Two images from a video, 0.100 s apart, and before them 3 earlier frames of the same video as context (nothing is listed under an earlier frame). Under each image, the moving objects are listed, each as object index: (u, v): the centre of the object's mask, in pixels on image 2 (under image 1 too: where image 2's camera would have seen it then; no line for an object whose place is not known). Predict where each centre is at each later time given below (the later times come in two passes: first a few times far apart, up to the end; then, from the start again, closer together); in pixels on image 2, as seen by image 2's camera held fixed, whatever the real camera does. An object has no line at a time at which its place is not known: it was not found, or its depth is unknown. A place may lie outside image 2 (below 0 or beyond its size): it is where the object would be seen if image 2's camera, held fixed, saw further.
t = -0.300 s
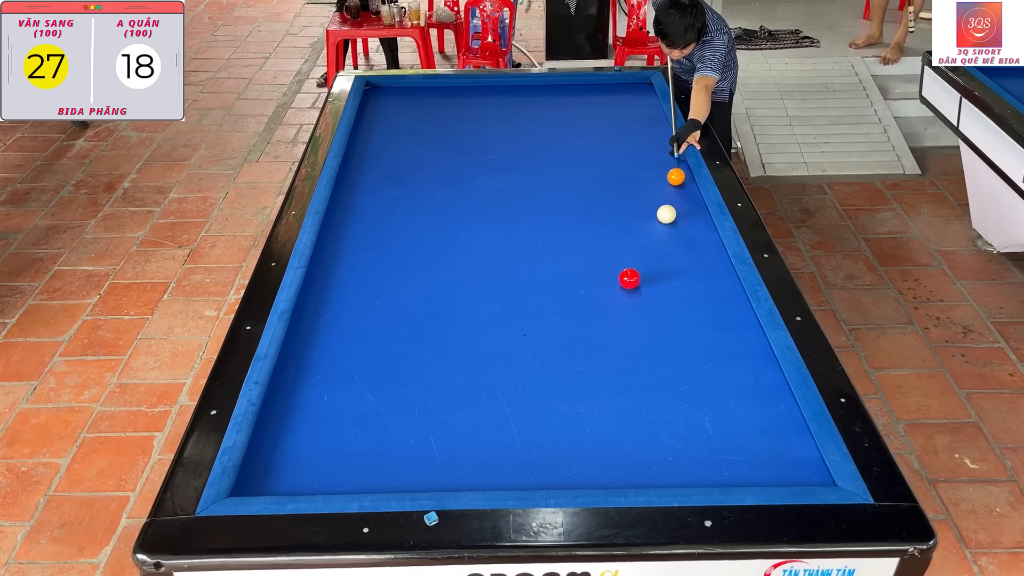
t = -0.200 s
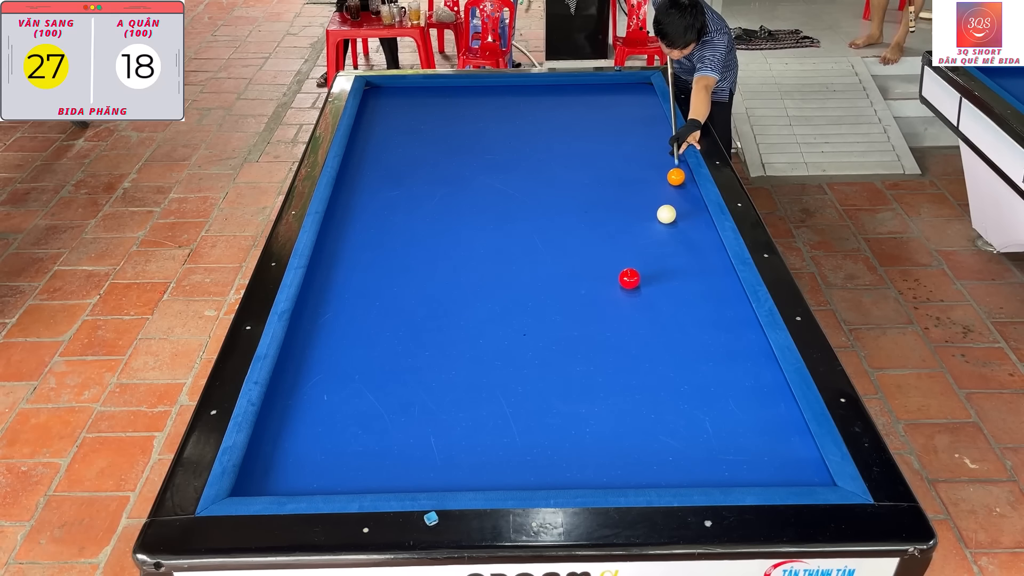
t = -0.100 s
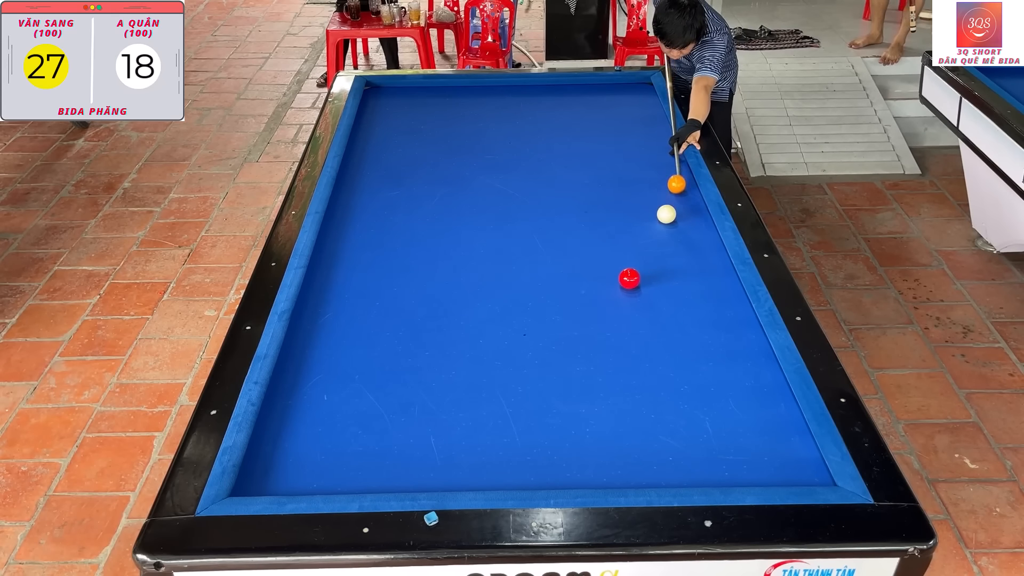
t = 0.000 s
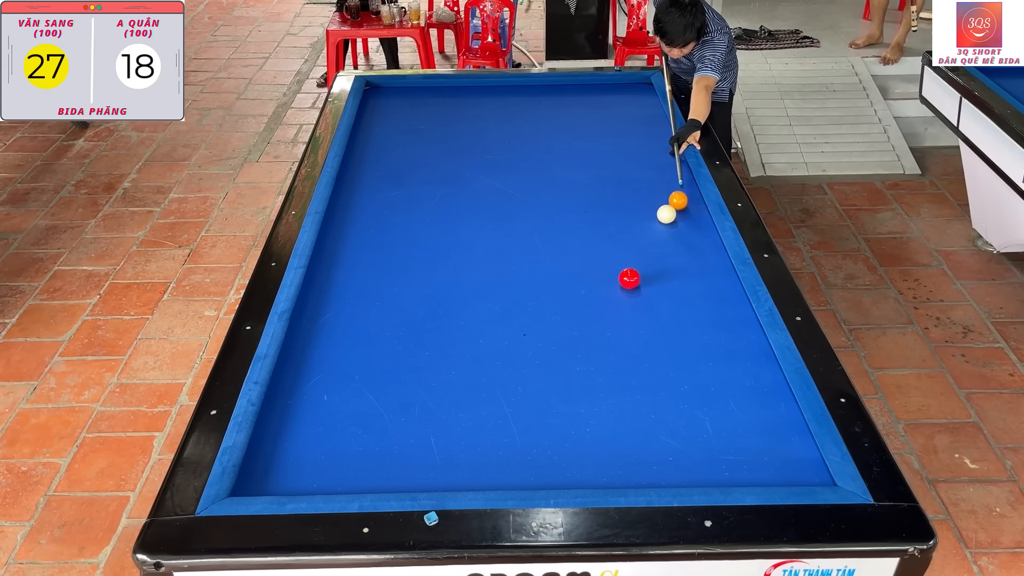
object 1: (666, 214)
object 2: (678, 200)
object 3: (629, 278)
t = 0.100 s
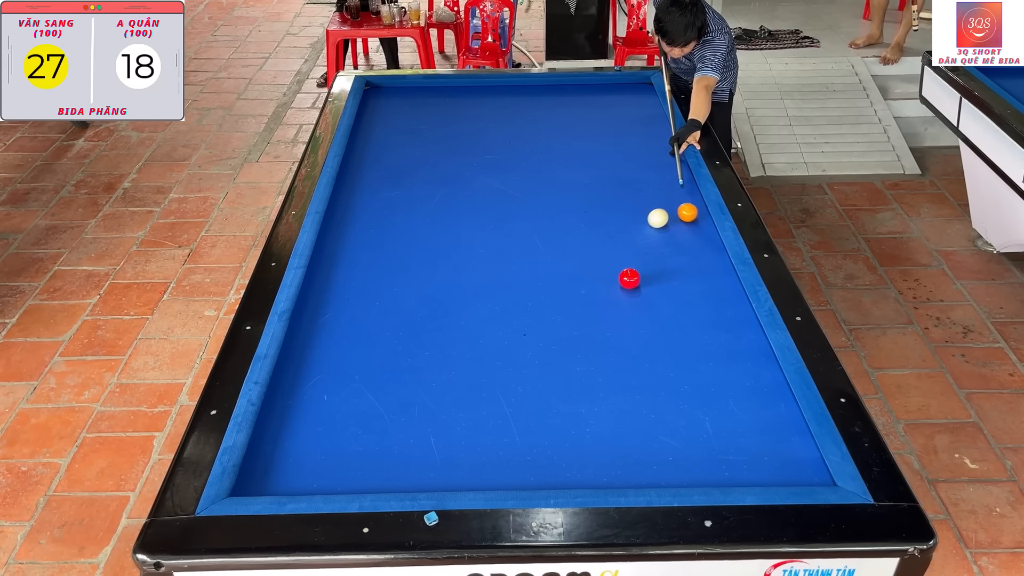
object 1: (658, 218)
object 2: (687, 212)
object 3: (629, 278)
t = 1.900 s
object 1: (394, 345)
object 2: (653, 291)
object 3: (612, 280)
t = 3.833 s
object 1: (362, 482)
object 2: (666, 354)
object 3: (562, 283)
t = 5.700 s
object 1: (462, 432)
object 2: (672, 387)
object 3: (557, 285)
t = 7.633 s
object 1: (504, 405)
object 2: (672, 388)
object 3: (557, 285)
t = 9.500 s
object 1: (506, 403)
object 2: (672, 388)
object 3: (557, 285)
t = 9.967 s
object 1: (506, 403)
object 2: (672, 388)
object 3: (557, 285)
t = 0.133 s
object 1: (653, 221)
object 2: (693, 214)
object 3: (629, 278)
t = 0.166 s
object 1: (648, 223)
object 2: (698, 217)
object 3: (629, 278)
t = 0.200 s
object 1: (644, 225)
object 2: (702, 219)
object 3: (629, 278)
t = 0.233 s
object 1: (639, 227)
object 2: (702, 221)
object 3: (629, 278)
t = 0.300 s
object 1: (631, 231)
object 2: (698, 224)
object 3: (629, 278)
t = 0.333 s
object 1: (626, 233)
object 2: (697, 225)
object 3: (629, 278)
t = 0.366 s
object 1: (622, 236)
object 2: (695, 226)
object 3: (629, 278)
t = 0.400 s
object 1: (618, 237)
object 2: (694, 228)
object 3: (629, 278)
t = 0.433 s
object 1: (613, 240)
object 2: (693, 229)
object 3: (629, 278)
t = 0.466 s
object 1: (609, 242)
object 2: (691, 231)
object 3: (629, 278)
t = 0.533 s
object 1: (600, 246)
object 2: (689, 234)
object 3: (629, 278)
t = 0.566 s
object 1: (595, 248)
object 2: (687, 235)
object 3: (629, 278)
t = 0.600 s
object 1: (591, 250)
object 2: (686, 236)
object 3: (629, 278)
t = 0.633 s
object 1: (586, 253)
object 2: (685, 238)
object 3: (629, 278)
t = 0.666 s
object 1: (582, 255)
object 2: (683, 239)
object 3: (629, 278)
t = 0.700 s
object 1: (577, 257)
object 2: (682, 241)
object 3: (629, 278)
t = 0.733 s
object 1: (572, 259)
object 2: (681, 242)
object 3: (629, 278)
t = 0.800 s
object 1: (563, 264)
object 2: (678, 245)
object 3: (629, 278)
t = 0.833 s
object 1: (558, 266)
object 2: (677, 246)
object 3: (629, 278)
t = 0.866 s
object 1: (554, 268)
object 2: (675, 248)
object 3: (629, 278)
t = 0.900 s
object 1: (549, 271)
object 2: (674, 250)
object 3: (629, 278)
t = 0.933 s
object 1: (544, 273)
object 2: (673, 251)
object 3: (629, 278)
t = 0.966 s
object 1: (540, 275)
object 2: (671, 252)
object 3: (629, 278)
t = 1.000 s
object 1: (535, 277)
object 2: (670, 254)
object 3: (629, 278)
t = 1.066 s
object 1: (525, 282)
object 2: (667, 257)
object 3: (629, 278)
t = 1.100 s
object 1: (520, 285)
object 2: (666, 258)
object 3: (629, 278)
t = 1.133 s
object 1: (515, 287)
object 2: (664, 259)
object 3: (629, 278)
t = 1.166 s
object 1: (511, 289)
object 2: (663, 261)
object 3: (629, 278)
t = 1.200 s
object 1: (506, 292)
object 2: (662, 262)
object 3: (629, 278)
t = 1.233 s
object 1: (501, 294)
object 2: (660, 264)
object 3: (629, 278)
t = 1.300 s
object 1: (491, 299)
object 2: (658, 267)
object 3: (629, 278)
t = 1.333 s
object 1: (486, 301)
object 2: (656, 268)
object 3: (629, 278)
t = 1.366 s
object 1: (481, 304)
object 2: (655, 270)
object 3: (629, 278)
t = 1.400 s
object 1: (475, 306)
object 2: (654, 271)
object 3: (629, 278)
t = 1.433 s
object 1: (470, 309)
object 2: (652, 273)
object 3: (629, 278)
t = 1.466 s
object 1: (465, 311)
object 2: (651, 274)
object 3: (629, 278)
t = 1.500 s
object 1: (460, 314)
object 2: (650, 276)
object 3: (629, 278)
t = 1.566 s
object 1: (449, 319)
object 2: (650, 278)
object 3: (626, 279)
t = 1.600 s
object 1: (444, 321)
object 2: (650, 279)
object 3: (624, 279)
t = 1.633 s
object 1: (439, 324)
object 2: (651, 281)
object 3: (623, 279)
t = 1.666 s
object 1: (433, 327)
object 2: (651, 282)
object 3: (622, 279)
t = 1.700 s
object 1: (428, 329)
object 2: (651, 283)
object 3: (620, 279)
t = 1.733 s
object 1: (422, 332)
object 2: (652, 285)
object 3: (619, 279)
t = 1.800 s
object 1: (411, 337)
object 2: (652, 287)
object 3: (616, 279)
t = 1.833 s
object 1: (406, 340)
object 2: (652, 288)
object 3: (615, 279)
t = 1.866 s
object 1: (400, 342)
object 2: (653, 289)
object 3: (613, 279)
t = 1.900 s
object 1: (394, 345)
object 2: (653, 291)
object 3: (612, 280)
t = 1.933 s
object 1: (389, 348)
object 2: (653, 292)
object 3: (611, 280)
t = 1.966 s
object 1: (383, 351)
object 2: (654, 293)
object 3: (609, 280)
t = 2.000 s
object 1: (377, 353)
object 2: (654, 294)
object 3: (608, 280)
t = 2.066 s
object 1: (366, 359)
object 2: (655, 297)
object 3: (606, 280)
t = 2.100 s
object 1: (360, 362)
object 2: (655, 298)
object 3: (605, 280)
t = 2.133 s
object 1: (354, 365)
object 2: (655, 299)
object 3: (603, 280)
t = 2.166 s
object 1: (348, 367)
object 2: (656, 301)
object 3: (602, 280)
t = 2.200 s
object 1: (342, 370)
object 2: (656, 302)
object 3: (601, 280)
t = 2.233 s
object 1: (336, 373)
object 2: (656, 303)
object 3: (600, 280)
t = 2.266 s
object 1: (330, 376)
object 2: (657, 304)
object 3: (599, 280)
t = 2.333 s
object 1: (318, 382)
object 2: (657, 306)
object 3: (596, 280)
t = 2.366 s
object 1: (312, 385)
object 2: (658, 308)
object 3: (595, 281)
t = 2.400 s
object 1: (306, 388)
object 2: (658, 309)
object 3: (594, 281)
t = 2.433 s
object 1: (299, 391)
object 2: (658, 310)
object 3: (593, 281)
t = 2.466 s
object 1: (293, 394)
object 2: (658, 311)
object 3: (592, 281)
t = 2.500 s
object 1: (287, 397)
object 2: (659, 312)
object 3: (591, 281)
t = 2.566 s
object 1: (275, 403)
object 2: (659, 315)
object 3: (589, 281)
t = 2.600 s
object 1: (277, 405)
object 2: (659, 316)
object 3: (588, 281)
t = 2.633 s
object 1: (280, 407)
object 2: (660, 317)
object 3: (587, 281)
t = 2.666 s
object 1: (283, 410)
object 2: (660, 318)
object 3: (586, 281)
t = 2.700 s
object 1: (285, 412)
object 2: (660, 319)
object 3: (585, 281)
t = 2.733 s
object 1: (287, 414)
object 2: (660, 320)
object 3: (584, 281)
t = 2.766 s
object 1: (290, 416)
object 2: (661, 321)
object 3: (583, 281)
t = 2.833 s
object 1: (294, 420)
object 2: (661, 324)
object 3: (582, 282)
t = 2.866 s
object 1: (296, 422)
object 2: (662, 325)
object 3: (581, 282)
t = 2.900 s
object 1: (298, 424)
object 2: (662, 326)
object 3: (580, 282)
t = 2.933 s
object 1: (301, 427)
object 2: (662, 327)
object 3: (579, 282)
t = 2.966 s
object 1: (303, 429)
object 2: (662, 328)
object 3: (578, 282)
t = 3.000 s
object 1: (305, 431)
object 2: (662, 329)
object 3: (578, 282)
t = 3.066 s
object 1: (309, 435)
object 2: (663, 331)
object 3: (576, 282)
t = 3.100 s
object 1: (312, 437)
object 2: (663, 332)
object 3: (575, 282)
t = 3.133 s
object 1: (314, 439)
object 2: (663, 333)
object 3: (575, 282)
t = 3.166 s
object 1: (316, 441)
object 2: (663, 334)
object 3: (574, 282)
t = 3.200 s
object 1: (318, 443)
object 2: (664, 335)
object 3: (573, 282)
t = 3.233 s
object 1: (321, 446)
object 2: (664, 336)
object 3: (572, 283)
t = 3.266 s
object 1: (323, 448)
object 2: (664, 338)
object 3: (572, 283)
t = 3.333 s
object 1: (327, 452)
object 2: (664, 339)
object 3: (570, 283)
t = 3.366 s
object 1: (330, 454)
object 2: (664, 341)
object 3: (570, 283)
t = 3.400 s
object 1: (332, 456)
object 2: (665, 342)
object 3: (569, 283)
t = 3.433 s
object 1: (334, 458)
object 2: (665, 343)
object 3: (568, 283)
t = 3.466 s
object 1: (336, 460)
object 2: (665, 344)
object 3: (568, 283)
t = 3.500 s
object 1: (339, 463)
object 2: (665, 345)
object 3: (567, 283)
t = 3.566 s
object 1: (343, 467)
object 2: (665, 346)
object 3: (566, 283)
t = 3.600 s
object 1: (346, 469)
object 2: (665, 347)
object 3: (565, 283)
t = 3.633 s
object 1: (348, 471)
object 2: (666, 348)
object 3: (565, 283)
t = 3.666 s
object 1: (350, 473)
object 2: (666, 349)
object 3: (564, 283)
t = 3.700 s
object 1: (352, 475)
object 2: (666, 350)
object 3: (564, 283)
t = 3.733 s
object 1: (355, 477)
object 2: (666, 351)
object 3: (563, 283)
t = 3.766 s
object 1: (357, 479)
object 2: (666, 352)
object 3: (563, 283)
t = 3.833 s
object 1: (362, 482)
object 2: (666, 354)
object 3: (562, 283)
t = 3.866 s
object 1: (364, 483)
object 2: (666, 355)
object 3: (562, 284)
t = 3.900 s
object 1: (366, 484)
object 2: (667, 356)
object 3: (561, 284)
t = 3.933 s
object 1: (369, 483)
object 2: (667, 357)
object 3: (561, 284)
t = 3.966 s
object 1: (371, 482)
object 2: (667, 357)
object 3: (561, 284)
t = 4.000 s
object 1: (374, 482)
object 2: (667, 358)
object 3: (560, 284)
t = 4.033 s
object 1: (376, 481)
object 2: (667, 359)
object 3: (560, 284)
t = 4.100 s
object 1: (380, 479)
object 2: (667, 361)
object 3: (559, 284)
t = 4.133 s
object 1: (382, 478)
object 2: (667, 362)
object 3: (559, 284)
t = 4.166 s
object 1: (385, 477)
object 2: (667, 363)
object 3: (559, 284)
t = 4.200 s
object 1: (387, 475)
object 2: (667, 363)
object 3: (559, 284)
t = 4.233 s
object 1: (389, 474)
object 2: (667, 364)
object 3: (558, 284)
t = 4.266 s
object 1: (391, 473)
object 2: (668, 365)
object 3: (558, 284)
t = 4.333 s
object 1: (395, 471)
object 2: (668, 366)
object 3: (558, 284)
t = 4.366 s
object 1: (397, 469)
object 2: (668, 367)
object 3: (558, 284)
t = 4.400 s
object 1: (399, 468)
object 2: (668, 368)
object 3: (558, 284)
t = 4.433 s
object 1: (401, 467)
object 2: (668, 368)
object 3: (557, 284)
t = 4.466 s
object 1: (403, 466)
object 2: (668, 369)
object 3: (557, 284)
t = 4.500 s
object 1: (405, 465)
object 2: (668, 370)
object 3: (557, 284)
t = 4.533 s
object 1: (407, 464)
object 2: (668, 371)
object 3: (557, 284)
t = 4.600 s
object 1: (411, 462)
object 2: (668, 372)
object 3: (557, 284)
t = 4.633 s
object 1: (413, 461)
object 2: (668, 372)
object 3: (557, 284)
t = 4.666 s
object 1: (414, 459)
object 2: (669, 373)
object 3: (557, 284)
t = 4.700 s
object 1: (416, 458)
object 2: (669, 374)
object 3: (557, 284)
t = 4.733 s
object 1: (418, 458)
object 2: (669, 374)
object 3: (557, 284)
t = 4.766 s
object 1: (420, 456)
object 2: (669, 375)
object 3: (557, 284)
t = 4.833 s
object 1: (423, 454)
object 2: (669, 376)
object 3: (557, 284)
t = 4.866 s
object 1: (425, 453)
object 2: (669, 377)
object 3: (557, 285)
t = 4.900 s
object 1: (427, 452)
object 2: (669, 377)
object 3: (557, 285)
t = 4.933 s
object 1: (429, 451)
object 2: (669, 378)
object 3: (557, 285)
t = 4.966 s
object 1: (430, 450)
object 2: (669, 378)
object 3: (557, 285)
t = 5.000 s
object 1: (432, 449)
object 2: (669, 379)
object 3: (557, 285)
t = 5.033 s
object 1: (433, 448)
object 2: (670, 379)
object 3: (557, 285)
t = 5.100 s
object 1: (437, 446)
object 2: (670, 380)
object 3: (557, 285)
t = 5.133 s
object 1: (438, 446)
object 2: (670, 381)
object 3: (557, 285)
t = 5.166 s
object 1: (440, 445)
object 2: (670, 381)
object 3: (557, 285)
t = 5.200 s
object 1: (441, 444)
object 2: (670, 382)
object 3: (557, 285)
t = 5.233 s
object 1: (443, 443)
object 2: (670, 382)
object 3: (557, 285)
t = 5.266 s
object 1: (444, 442)
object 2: (670, 383)
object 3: (557, 285)
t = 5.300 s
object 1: (446, 441)
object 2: (670, 383)
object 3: (557, 285)
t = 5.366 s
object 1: (448, 439)
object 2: (671, 384)
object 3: (557, 285)
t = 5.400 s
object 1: (450, 439)
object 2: (671, 384)
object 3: (557, 285)
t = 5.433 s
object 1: (451, 438)
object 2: (671, 385)
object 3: (557, 285)
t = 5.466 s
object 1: (453, 437)
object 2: (671, 385)
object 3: (557, 285)
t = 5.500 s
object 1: (454, 436)
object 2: (671, 385)
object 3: (557, 285)
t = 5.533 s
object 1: (455, 435)
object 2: (671, 386)
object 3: (557, 285)
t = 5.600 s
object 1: (458, 434)
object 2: (672, 386)
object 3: (557, 285)
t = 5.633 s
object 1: (459, 433)
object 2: (672, 386)
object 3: (557, 285)
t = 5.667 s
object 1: (460, 432)
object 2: (672, 387)
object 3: (557, 285)
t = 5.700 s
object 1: (462, 432)
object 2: (672, 387)
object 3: (557, 285)
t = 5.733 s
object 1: (463, 431)
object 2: (672, 387)
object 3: (557, 285)
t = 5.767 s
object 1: (464, 430)
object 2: (672, 387)
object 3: (557, 285)
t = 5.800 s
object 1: (465, 429)
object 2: (672, 388)
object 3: (557, 285)
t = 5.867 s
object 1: (467, 428)
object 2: (672, 388)
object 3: (557, 285)
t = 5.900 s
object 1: (469, 427)
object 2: (672, 388)
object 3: (557, 285)
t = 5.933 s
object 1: (470, 427)
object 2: (672, 388)
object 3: (557, 285)
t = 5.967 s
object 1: (471, 426)
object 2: (672, 388)
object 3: (557, 285)
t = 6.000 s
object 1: (472, 425)
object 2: (672, 388)
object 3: (557, 285)
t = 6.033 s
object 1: (473, 425)
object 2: (672, 388)
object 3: (557, 285)
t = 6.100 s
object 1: (475, 424)
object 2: (672, 388)
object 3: (557, 285)
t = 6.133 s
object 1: (476, 423)
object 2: (672, 388)
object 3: (557, 285)
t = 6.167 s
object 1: (477, 422)
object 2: (672, 388)
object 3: (557, 285)
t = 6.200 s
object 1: (478, 422)
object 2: (672, 388)
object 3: (557, 285)
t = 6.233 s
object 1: (479, 421)
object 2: (672, 388)
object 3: (557, 285)
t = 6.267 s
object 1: (480, 421)
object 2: (672, 388)
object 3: (557, 285)
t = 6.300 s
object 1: (481, 420)
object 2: (672, 388)
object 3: (557, 285)
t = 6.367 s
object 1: (482, 419)
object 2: (672, 388)
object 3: (557, 285)
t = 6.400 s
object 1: (483, 418)
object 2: (672, 388)
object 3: (557, 285)
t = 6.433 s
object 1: (484, 418)
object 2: (672, 388)
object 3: (557, 285)
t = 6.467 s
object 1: (485, 417)
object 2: (672, 388)
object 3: (557, 285)
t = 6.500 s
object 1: (486, 417)
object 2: (672, 388)
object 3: (557, 285)
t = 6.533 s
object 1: (486, 416)
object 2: (672, 388)
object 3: (557, 285)
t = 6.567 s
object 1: (487, 416)
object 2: (672, 388)
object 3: (557, 285)
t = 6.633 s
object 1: (488, 415)
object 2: (672, 388)
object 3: (557, 285)
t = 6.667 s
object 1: (489, 414)
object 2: (672, 388)
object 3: (557, 285)
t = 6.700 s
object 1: (490, 414)
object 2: (672, 388)
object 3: (557, 285)
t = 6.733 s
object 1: (491, 414)
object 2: (672, 388)
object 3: (557, 285)
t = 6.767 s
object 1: (491, 413)
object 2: (672, 388)
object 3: (557, 285)
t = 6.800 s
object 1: (492, 413)
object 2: (672, 388)
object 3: (557, 285)
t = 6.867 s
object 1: (493, 412)
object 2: (672, 388)
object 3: (557, 285)
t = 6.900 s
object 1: (494, 411)
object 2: (672, 388)
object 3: (557, 285)
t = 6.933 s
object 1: (495, 411)
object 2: (672, 388)
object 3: (557, 285)
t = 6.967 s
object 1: (495, 411)
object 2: (672, 388)
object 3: (557, 285)
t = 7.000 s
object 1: (496, 410)
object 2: (672, 388)
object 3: (557, 285)
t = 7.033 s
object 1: (496, 410)
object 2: (672, 388)
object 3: (557, 285)
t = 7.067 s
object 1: (497, 410)
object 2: (672, 388)
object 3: (557, 285)
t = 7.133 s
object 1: (498, 409)
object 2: (672, 388)
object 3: (557, 285)
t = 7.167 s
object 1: (499, 409)
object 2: (672, 388)
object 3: (557, 285)
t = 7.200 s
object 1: (499, 409)
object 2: (672, 388)
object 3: (557, 285)
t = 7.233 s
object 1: (500, 408)
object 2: (672, 388)
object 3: (557, 285)
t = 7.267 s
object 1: (500, 408)
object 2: (672, 388)
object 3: (557, 285)
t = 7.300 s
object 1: (501, 408)
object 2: (672, 388)
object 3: (557, 285)
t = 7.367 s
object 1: (501, 407)
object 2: (672, 388)
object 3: (557, 285)
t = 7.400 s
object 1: (502, 407)
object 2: (672, 388)
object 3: (557, 285)
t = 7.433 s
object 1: (502, 407)
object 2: (672, 388)
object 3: (557, 285)
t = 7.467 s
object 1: (503, 406)
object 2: (672, 388)
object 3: (557, 285)
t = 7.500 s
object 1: (503, 406)
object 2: (672, 388)
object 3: (557, 285)
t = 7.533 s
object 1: (503, 406)
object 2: (672, 388)
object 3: (557, 285)
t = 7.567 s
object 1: (504, 406)
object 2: (672, 388)
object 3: (557, 285)
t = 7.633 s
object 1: (504, 405)
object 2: (672, 388)
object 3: (557, 285)
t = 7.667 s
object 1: (504, 405)
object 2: (672, 388)
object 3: (557, 285)
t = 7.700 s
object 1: (505, 405)
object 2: (672, 388)
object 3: (557, 285)
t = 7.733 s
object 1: (505, 405)
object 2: (672, 388)
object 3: (557, 285)
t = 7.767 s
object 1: (505, 405)
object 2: (672, 388)
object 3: (557, 285)
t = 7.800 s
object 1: (505, 405)
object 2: (672, 388)
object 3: (557, 285)
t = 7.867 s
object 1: (506, 404)
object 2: (672, 388)
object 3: (557, 285)
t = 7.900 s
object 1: (506, 404)
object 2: (672, 388)
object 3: (557, 285)
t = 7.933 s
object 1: (506, 404)
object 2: (672, 388)
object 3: (557, 285)
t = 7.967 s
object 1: (506, 404)
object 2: (672, 388)
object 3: (557, 285)
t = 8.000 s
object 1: (506, 404)
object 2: (672, 388)
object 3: (557, 285)
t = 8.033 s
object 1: (506, 404)
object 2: (672, 388)
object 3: (557, 285)
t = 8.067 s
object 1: (506, 404)
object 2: (672, 388)
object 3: (557, 285)
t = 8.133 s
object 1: (506, 404)
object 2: (672, 388)
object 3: (557, 285)
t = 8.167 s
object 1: (506, 403)
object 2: (672, 388)
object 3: (557, 285)
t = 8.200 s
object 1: (506, 403)
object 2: (672, 388)
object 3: (557, 285)
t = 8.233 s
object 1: (506, 403)
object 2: (672, 388)
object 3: (557, 285)
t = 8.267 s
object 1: (506, 403)
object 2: (672, 388)
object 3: (557, 285)
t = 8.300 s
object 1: (506, 403)
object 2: (672, 388)
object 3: (557, 285)
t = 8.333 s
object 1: (506, 403)
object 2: (672, 388)
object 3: (557, 285)
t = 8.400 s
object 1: (506, 403)
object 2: (672, 388)
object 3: (557, 285)
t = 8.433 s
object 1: (506, 403)
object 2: (672, 388)
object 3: (557, 285)
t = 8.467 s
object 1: (506, 403)
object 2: (672, 388)
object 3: (557, 285)
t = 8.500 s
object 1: (506, 403)
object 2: (672, 388)
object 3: (557, 285)
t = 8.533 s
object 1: (506, 403)
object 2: (672, 388)
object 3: (557, 285)
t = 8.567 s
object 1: (506, 403)
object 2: (672, 388)
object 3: (557, 285)
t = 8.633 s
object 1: (506, 403)
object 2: (671, 385)
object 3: (557, 285)
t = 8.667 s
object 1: (506, 403)
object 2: (672, 387)
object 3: (557, 285)
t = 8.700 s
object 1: (506, 403)
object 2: (672, 388)
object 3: (557, 285)
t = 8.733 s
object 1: (506, 403)
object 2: (672, 388)
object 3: (557, 285)
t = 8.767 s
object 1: (506, 403)
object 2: (672, 388)
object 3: (557, 285)
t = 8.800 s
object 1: (506, 403)
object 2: (672, 388)
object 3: (557, 285)
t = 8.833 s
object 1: (506, 403)
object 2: (672, 388)
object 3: (557, 285)
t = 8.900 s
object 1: (506, 403)
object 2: (672, 388)
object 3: (557, 285)
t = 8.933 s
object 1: (506, 403)
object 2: (672, 388)
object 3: (557, 285)
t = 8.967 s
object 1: (506, 403)
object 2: (672, 388)
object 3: (557, 285)
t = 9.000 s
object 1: (506, 403)
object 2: (672, 388)
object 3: (557, 285)
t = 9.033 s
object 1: (506, 403)
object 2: (672, 388)
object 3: (557, 285)
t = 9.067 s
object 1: (506, 403)
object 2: (672, 388)
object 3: (557, 285)
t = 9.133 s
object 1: (506, 403)
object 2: (672, 388)
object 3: (557, 285)
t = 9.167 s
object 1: (506, 403)
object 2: (672, 388)
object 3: (557, 285)
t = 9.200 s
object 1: (506, 403)
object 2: (672, 388)
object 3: (557, 285)
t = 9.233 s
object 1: (506, 403)
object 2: (672, 388)
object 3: (557, 285)
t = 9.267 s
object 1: (506, 403)
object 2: (672, 388)
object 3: (557, 285)
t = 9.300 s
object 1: (506, 403)
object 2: (672, 388)
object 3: (557, 285)
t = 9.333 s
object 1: (506, 403)
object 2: (672, 388)
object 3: (557, 285)
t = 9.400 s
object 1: (506, 403)
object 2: (672, 388)
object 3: (557, 285)
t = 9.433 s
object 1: (506, 403)
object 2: (672, 388)
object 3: (557, 285)
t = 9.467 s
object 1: (506, 403)
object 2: (672, 388)
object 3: (557, 285)
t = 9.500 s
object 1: (506, 403)
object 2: (672, 388)
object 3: (557, 285)
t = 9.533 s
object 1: (506, 403)
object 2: (672, 388)
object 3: (557, 285)
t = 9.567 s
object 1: (506, 403)
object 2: (672, 388)
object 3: (557, 285)
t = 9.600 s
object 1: (506, 403)
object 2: (672, 388)
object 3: (557, 285)
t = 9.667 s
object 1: (506, 403)
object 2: (672, 388)
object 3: (557, 285)
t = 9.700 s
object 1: (506, 403)
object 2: (672, 388)
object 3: (557, 285)
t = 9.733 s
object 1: (506, 403)
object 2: (672, 388)
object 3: (557, 285)
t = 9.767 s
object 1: (506, 403)
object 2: (672, 388)
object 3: (557, 285)
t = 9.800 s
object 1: (506, 403)
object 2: (672, 388)
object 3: (557, 285)
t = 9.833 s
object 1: (506, 403)
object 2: (672, 388)
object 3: (557, 285)
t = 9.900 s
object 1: (506, 403)
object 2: (672, 388)
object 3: (557, 285)
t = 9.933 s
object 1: (506, 403)
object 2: (672, 388)
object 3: (557, 285)
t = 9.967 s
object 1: (506, 403)
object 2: (672, 388)
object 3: (557, 285)
